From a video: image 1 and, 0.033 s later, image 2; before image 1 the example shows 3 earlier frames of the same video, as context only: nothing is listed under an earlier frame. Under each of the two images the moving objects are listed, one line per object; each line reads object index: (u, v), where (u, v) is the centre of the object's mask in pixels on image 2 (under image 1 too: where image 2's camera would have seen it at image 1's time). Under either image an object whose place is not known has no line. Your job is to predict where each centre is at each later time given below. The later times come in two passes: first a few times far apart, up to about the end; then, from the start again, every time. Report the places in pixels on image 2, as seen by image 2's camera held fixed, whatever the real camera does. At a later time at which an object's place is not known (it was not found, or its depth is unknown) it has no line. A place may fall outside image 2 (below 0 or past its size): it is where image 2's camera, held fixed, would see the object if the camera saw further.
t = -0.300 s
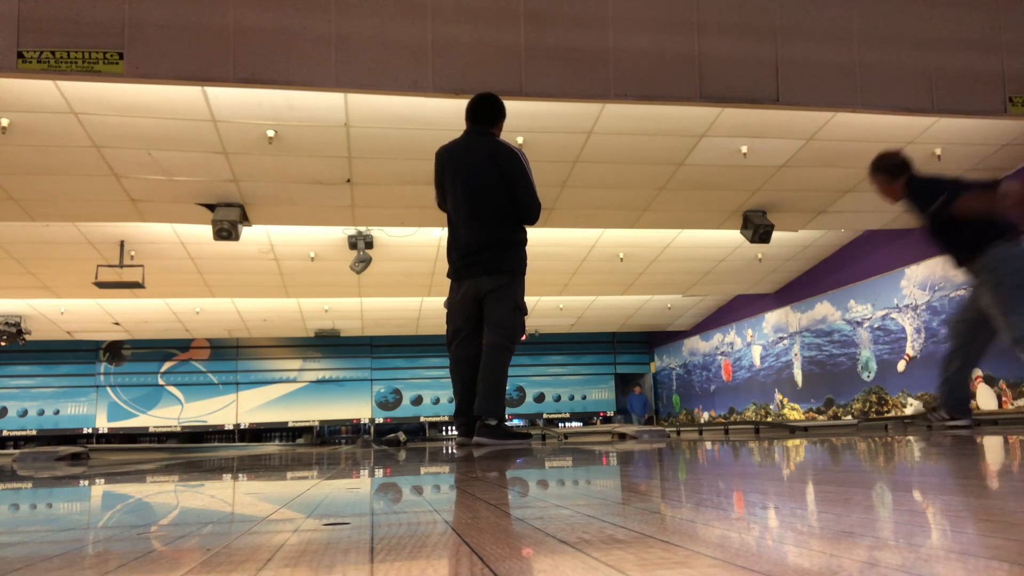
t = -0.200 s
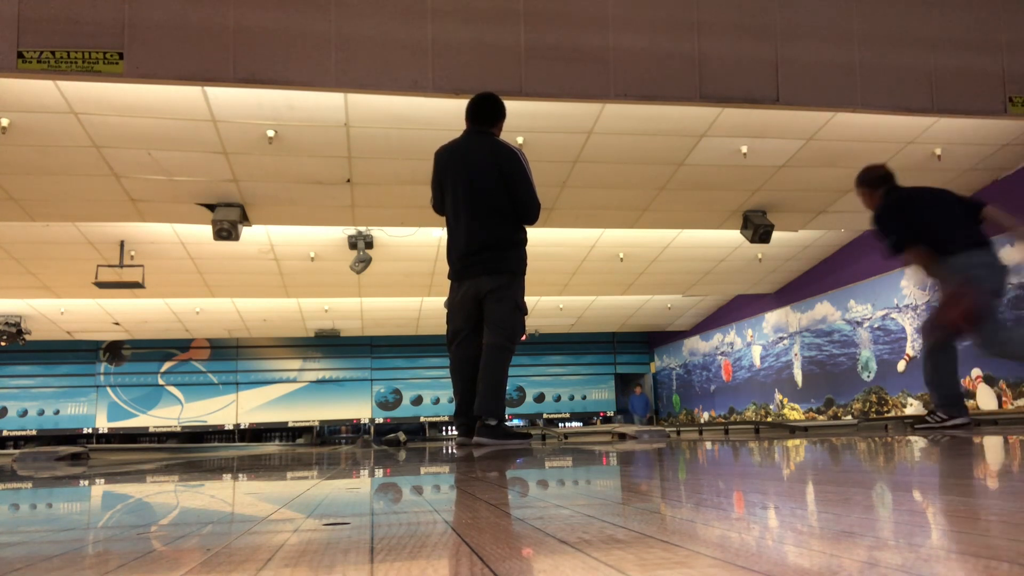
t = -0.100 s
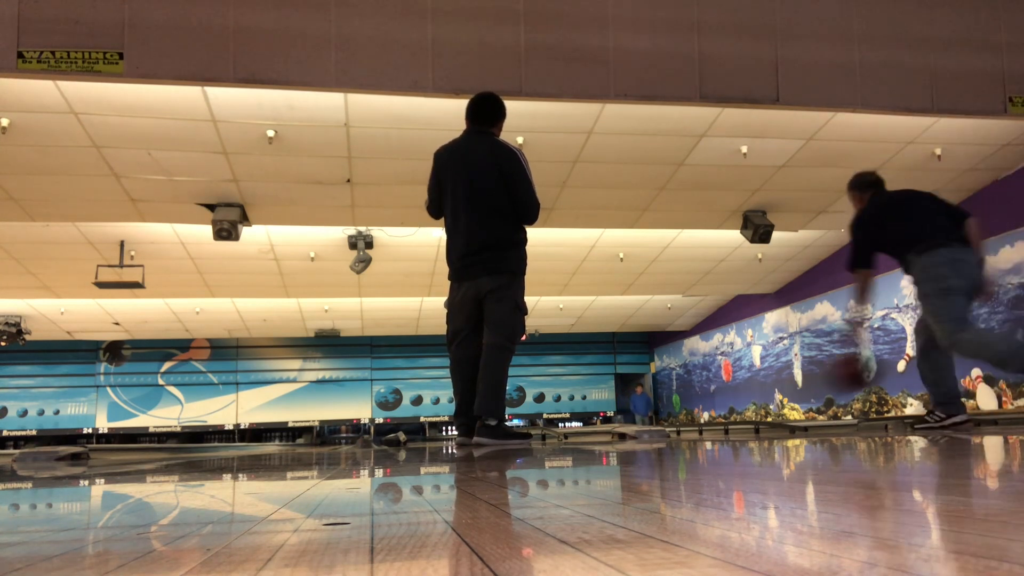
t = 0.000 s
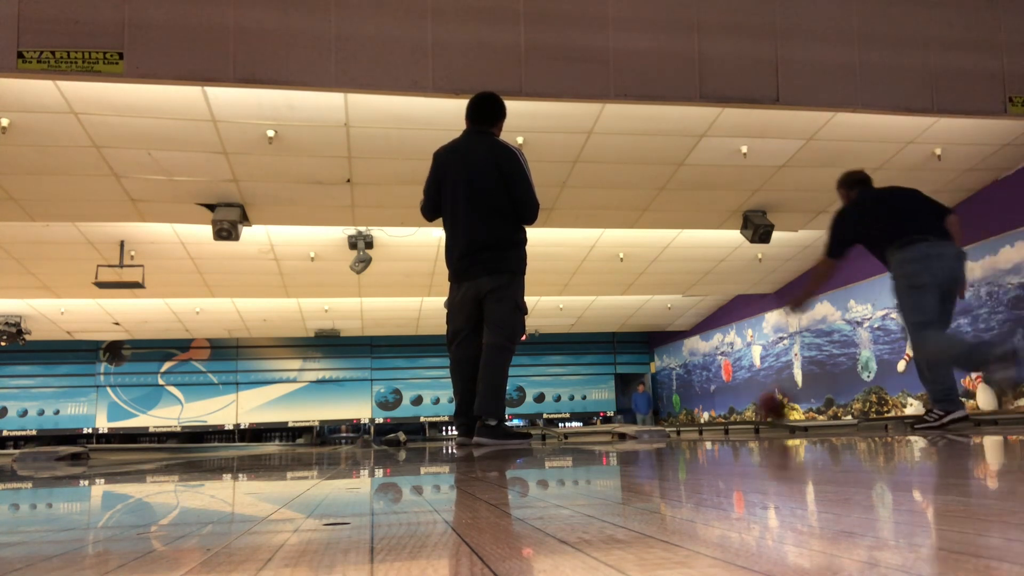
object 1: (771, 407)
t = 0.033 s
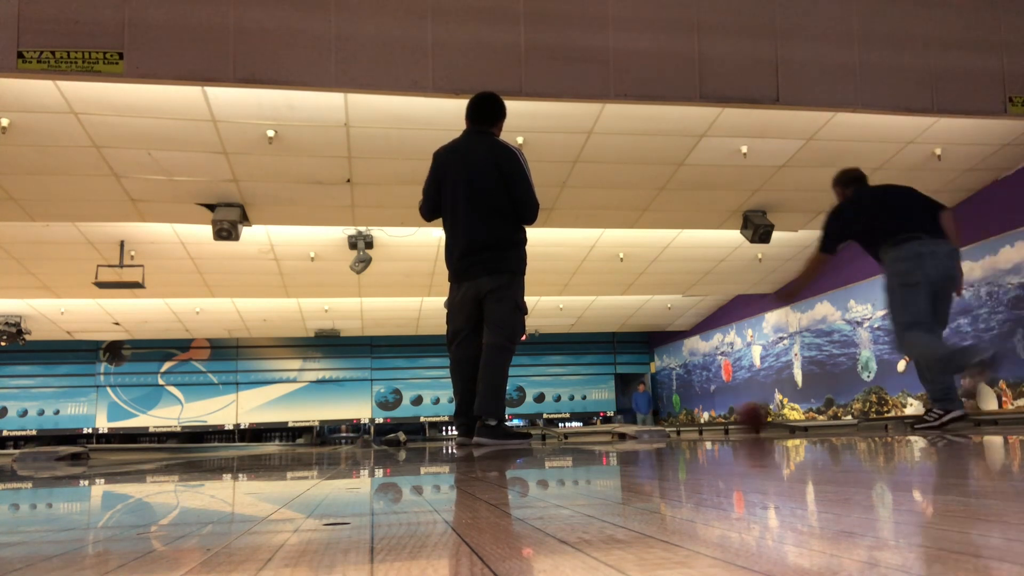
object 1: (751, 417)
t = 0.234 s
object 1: (659, 420)
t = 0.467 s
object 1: (593, 422)
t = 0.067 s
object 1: (732, 418)
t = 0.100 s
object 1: (715, 419)
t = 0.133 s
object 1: (698, 421)
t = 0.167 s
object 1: (684, 422)
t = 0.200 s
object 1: (671, 422)
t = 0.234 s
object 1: (659, 420)
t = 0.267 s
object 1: (648, 420)
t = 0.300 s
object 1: (636, 420)
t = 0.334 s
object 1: (630, 419)
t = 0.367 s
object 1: (618, 420)
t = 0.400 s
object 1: (608, 420)
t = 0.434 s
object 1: (602, 421)
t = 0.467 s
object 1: (593, 422)
